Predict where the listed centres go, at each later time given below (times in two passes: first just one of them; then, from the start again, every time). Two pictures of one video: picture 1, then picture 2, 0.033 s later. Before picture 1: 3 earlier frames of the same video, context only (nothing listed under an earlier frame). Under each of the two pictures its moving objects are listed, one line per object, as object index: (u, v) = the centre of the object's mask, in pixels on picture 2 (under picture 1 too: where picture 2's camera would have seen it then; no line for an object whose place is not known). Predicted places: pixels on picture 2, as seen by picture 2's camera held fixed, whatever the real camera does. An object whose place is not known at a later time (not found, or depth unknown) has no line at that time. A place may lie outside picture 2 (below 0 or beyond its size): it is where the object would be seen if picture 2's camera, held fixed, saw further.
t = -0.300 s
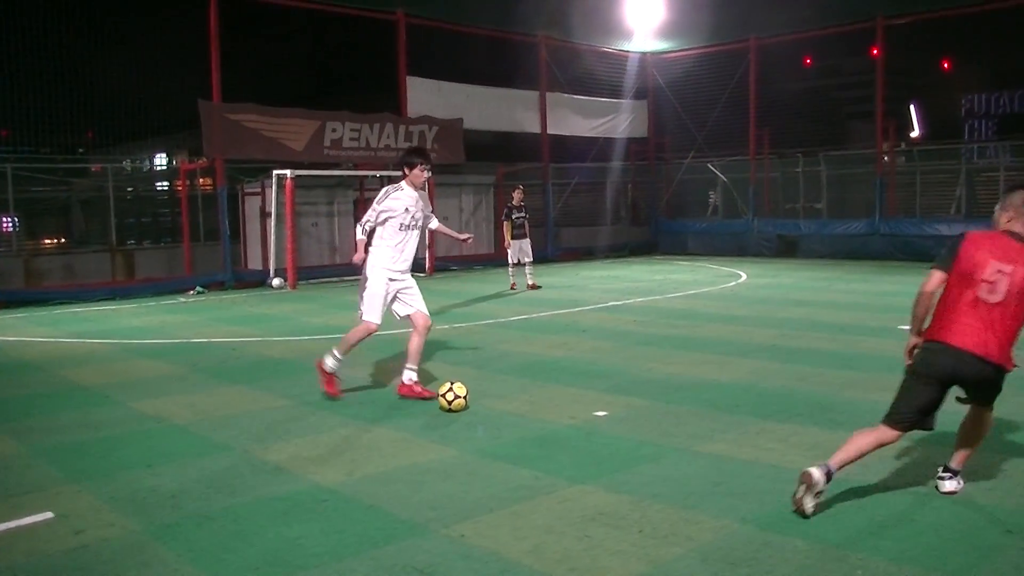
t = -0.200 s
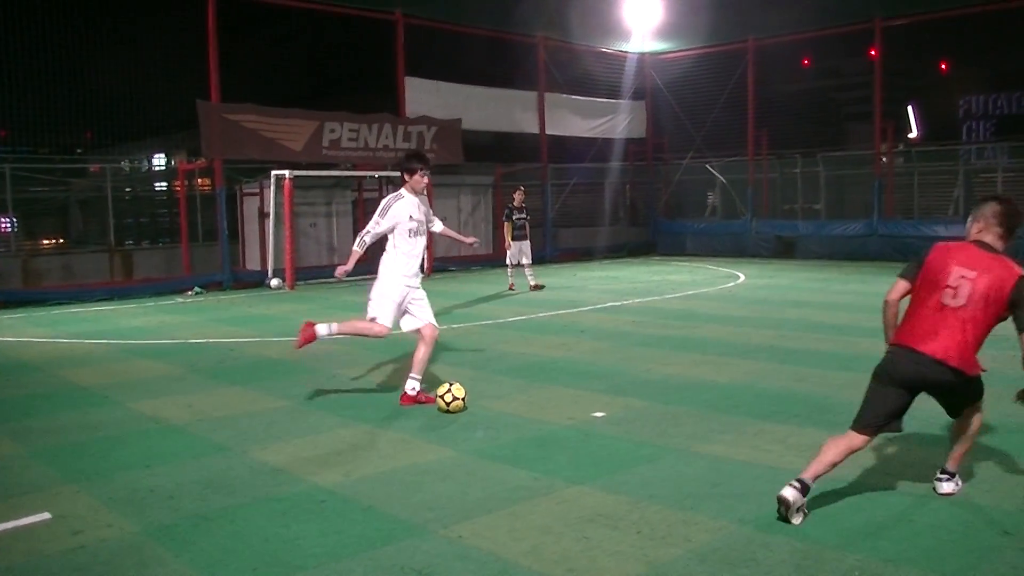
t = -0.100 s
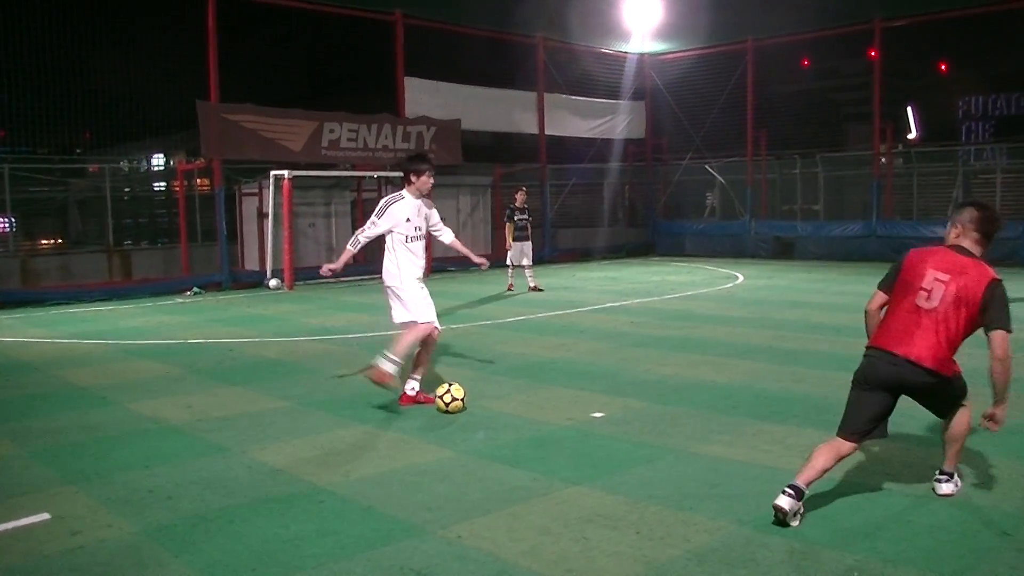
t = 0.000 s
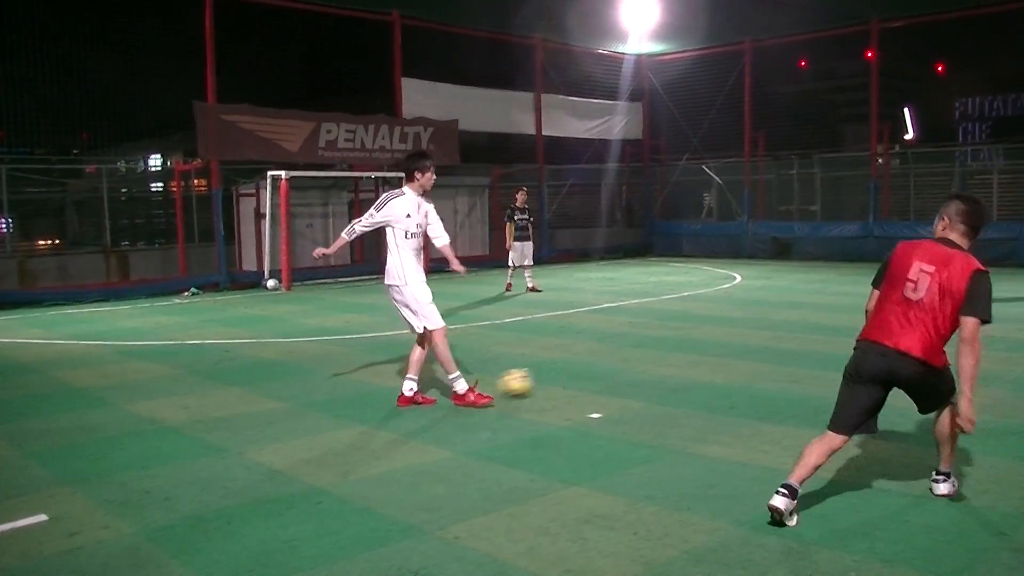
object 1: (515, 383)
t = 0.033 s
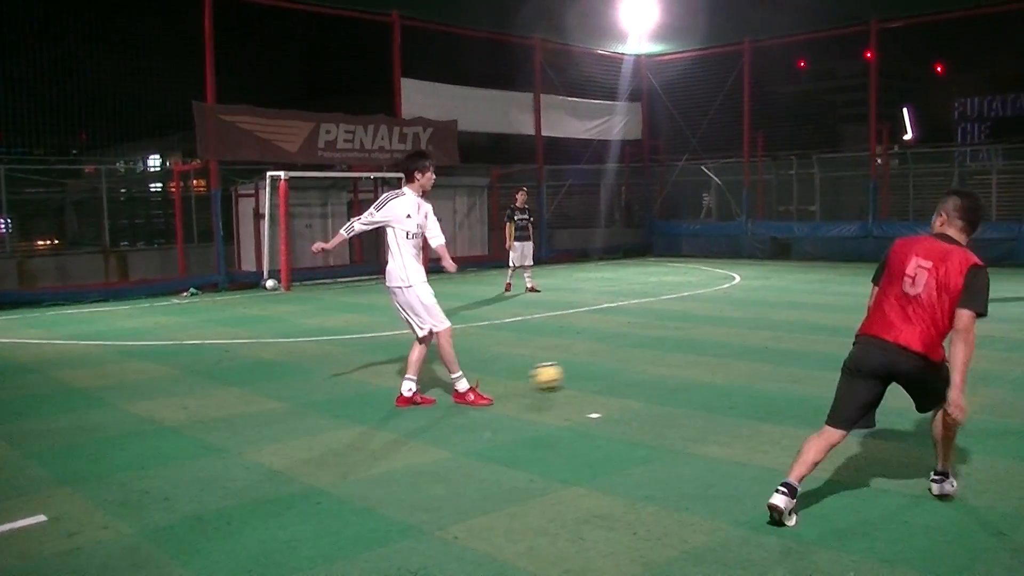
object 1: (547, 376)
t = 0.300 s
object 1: (722, 341)
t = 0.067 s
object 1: (577, 371)
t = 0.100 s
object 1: (606, 368)
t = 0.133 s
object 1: (628, 361)
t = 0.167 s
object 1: (649, 355)
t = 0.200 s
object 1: (670, 352)
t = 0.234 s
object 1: (689, 348)
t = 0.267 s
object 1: (706, 344)
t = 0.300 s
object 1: (722, 341)
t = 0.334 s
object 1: (737, 337)
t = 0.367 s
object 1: (751, 334)
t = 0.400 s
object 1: (763, 331)
